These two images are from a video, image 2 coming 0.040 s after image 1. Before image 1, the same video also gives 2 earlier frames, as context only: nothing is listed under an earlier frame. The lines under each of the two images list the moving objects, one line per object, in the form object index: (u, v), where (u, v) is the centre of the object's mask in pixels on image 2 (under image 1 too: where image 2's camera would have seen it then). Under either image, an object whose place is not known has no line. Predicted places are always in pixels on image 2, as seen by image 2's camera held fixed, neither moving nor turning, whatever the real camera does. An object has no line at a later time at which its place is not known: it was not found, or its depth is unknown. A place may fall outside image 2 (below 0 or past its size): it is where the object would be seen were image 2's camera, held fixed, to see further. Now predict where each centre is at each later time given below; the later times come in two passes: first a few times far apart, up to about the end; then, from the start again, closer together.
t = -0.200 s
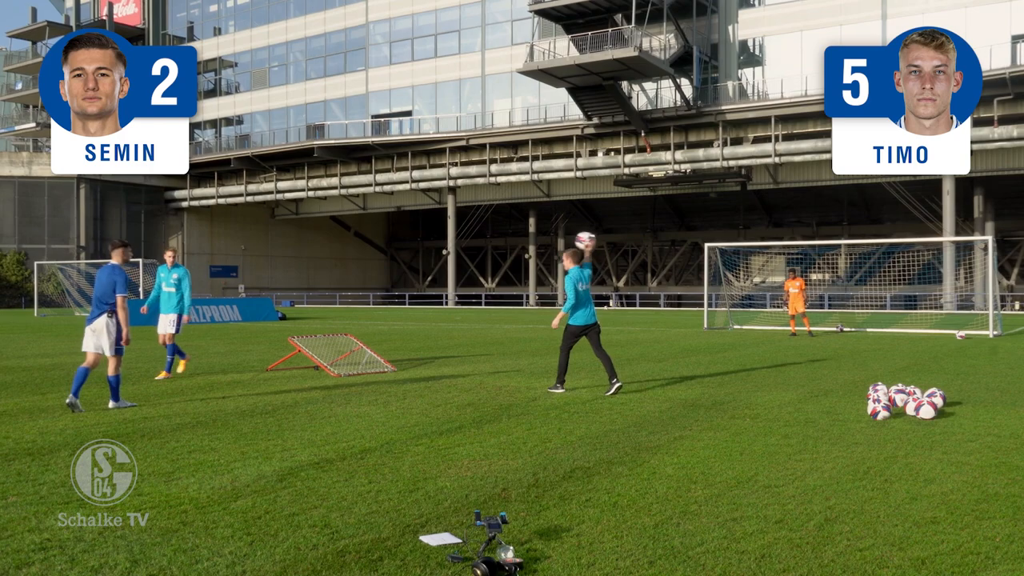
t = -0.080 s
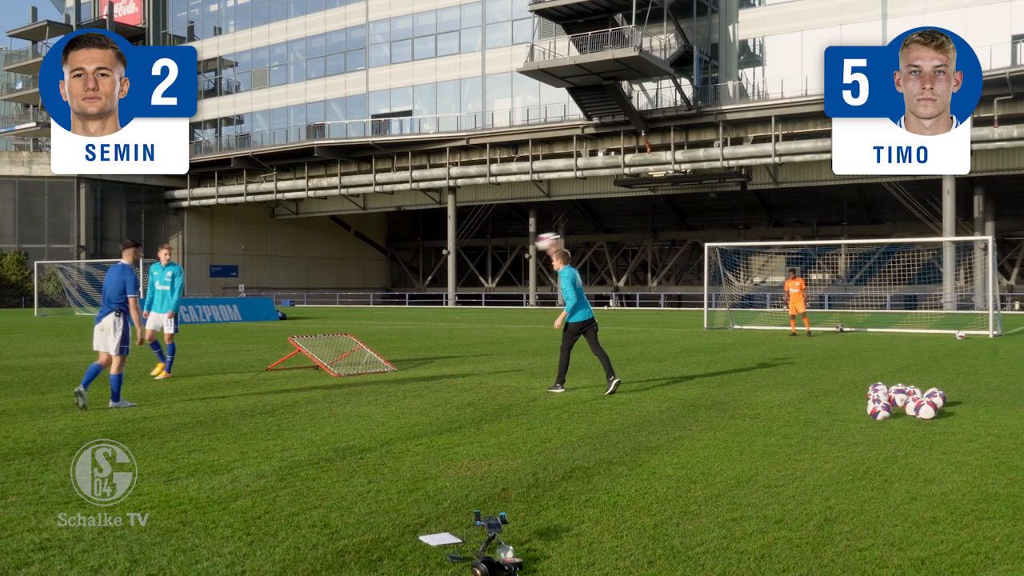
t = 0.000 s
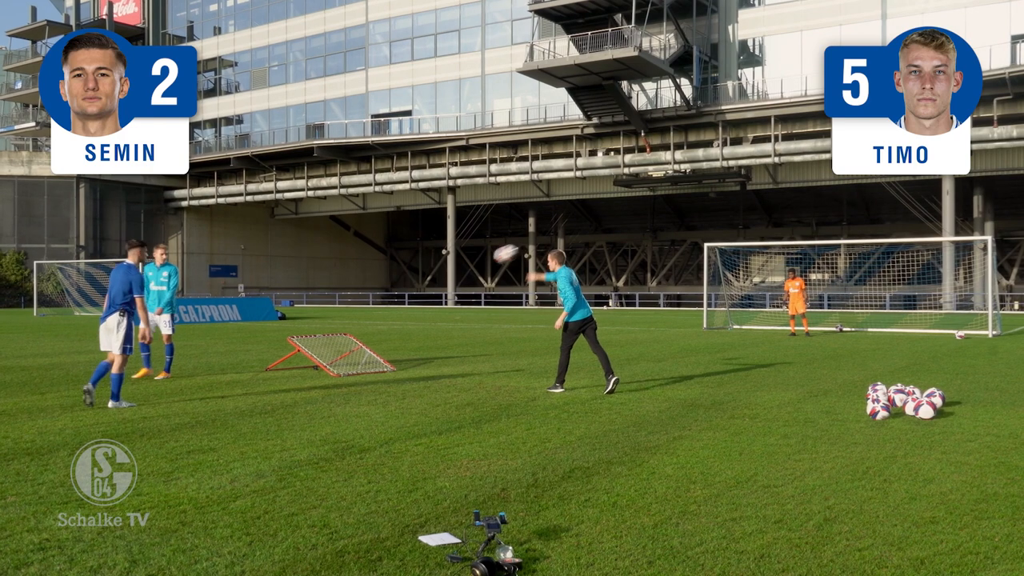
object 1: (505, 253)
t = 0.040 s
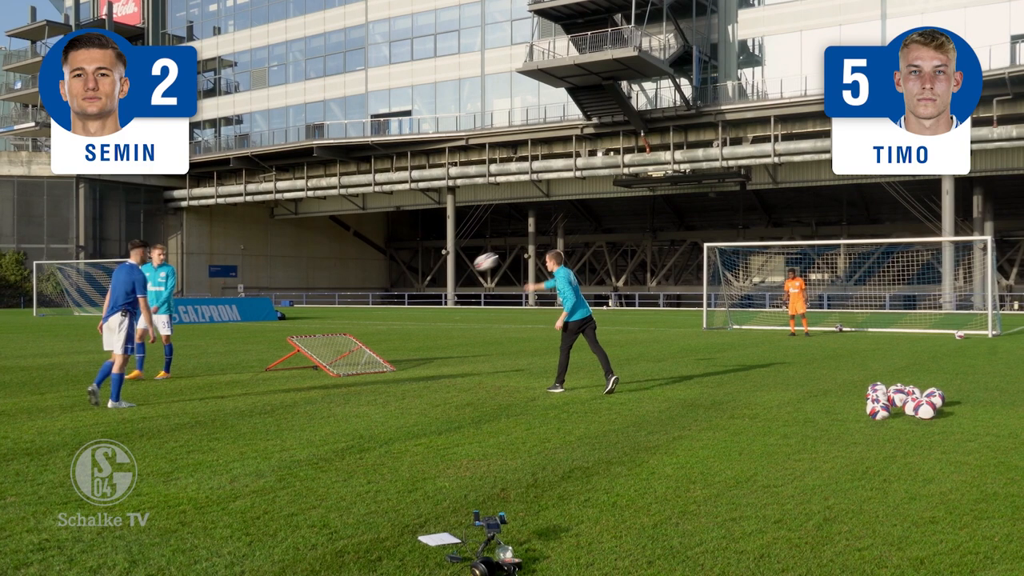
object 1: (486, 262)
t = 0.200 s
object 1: (414, 302)
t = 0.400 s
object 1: (346, 354)
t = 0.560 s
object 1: (352, 288)
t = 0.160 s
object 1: (430, 290)
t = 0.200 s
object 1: (414, 302)
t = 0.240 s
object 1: (397, 315)
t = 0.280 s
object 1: (382, 328)
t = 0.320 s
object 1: (367, 340)
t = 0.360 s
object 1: (352, 354)
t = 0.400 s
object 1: (346, 354)
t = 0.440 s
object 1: (348, 336)
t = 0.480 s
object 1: (349, 320)
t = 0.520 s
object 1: (351, 303)
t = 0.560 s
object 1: (352, 288)
